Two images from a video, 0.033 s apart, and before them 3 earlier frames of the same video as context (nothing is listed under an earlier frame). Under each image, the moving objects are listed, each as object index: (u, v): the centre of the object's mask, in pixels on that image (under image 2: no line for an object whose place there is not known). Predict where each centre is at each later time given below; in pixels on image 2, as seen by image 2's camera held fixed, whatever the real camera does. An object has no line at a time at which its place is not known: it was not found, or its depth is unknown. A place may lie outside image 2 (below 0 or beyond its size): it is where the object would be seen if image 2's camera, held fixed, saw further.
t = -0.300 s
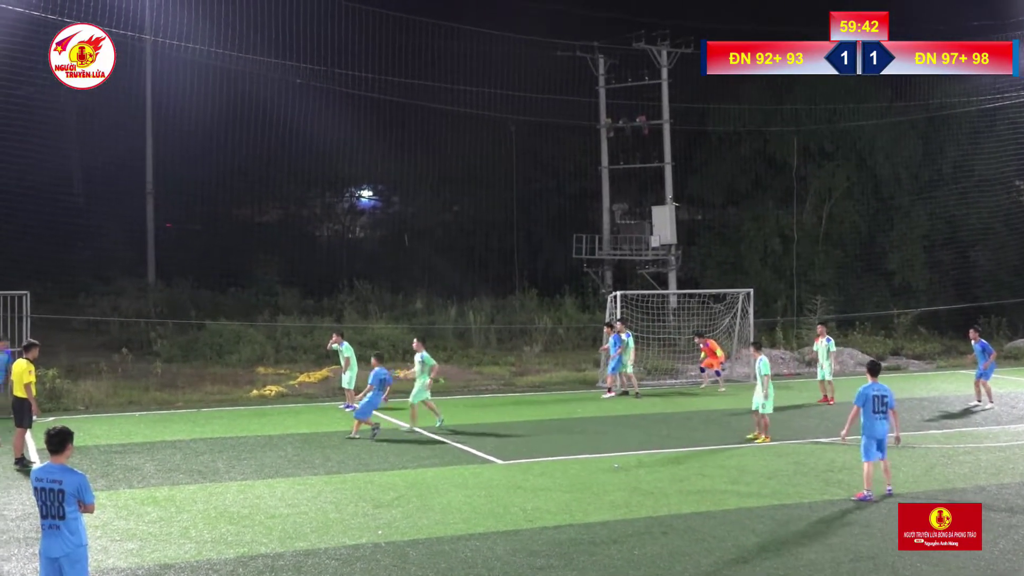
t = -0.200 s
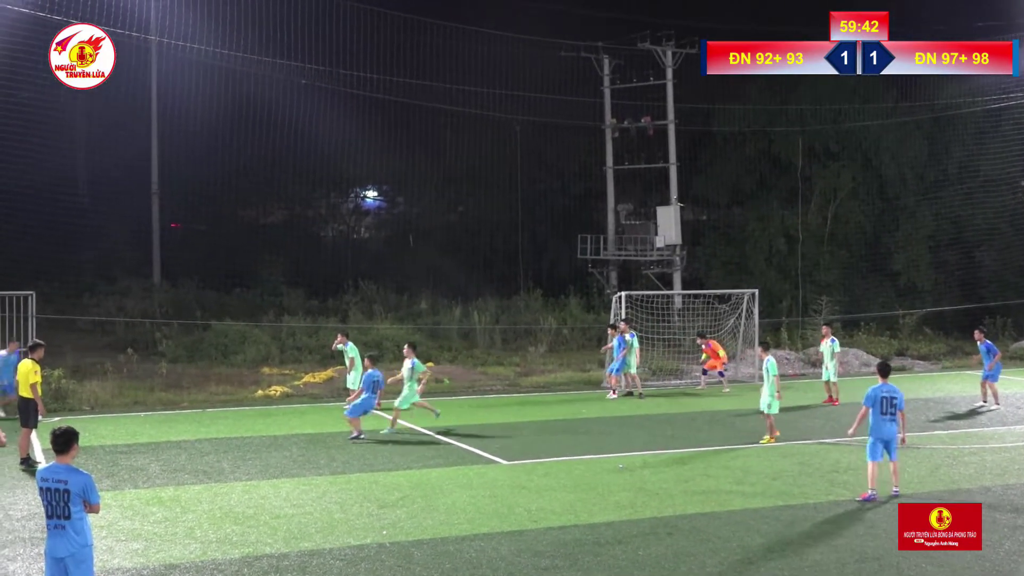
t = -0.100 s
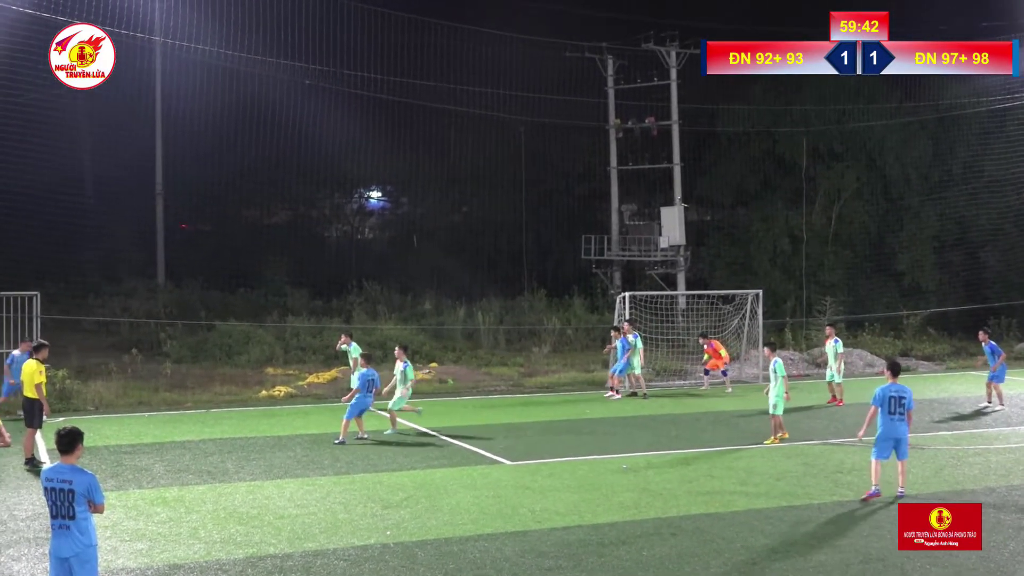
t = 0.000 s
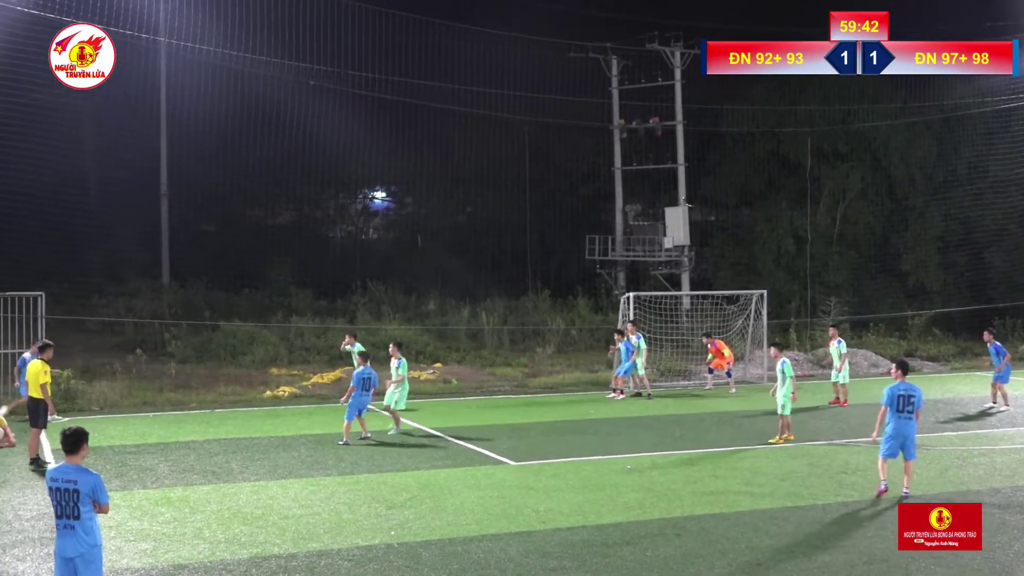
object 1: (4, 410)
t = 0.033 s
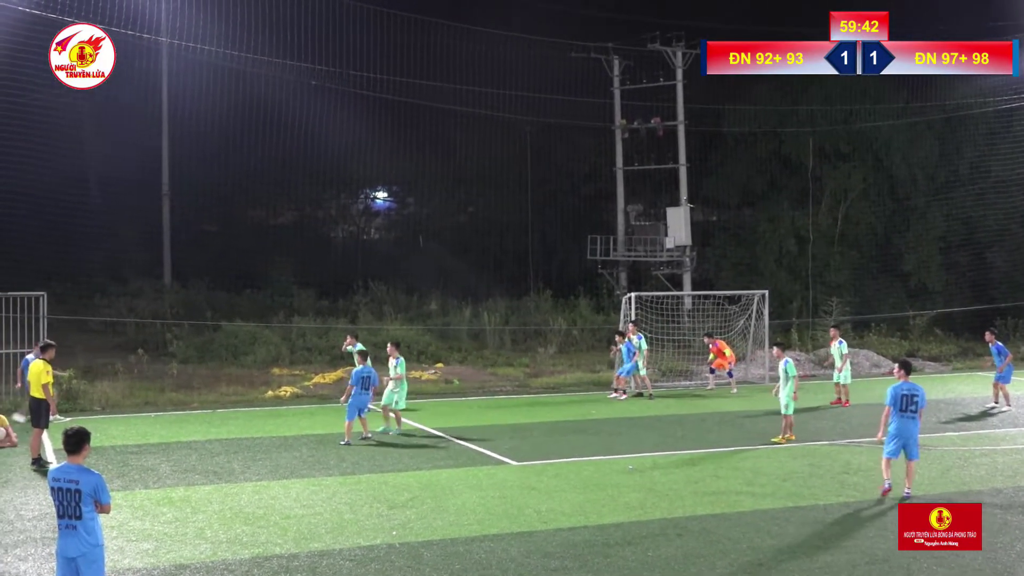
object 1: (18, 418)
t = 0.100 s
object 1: (66, 408)
